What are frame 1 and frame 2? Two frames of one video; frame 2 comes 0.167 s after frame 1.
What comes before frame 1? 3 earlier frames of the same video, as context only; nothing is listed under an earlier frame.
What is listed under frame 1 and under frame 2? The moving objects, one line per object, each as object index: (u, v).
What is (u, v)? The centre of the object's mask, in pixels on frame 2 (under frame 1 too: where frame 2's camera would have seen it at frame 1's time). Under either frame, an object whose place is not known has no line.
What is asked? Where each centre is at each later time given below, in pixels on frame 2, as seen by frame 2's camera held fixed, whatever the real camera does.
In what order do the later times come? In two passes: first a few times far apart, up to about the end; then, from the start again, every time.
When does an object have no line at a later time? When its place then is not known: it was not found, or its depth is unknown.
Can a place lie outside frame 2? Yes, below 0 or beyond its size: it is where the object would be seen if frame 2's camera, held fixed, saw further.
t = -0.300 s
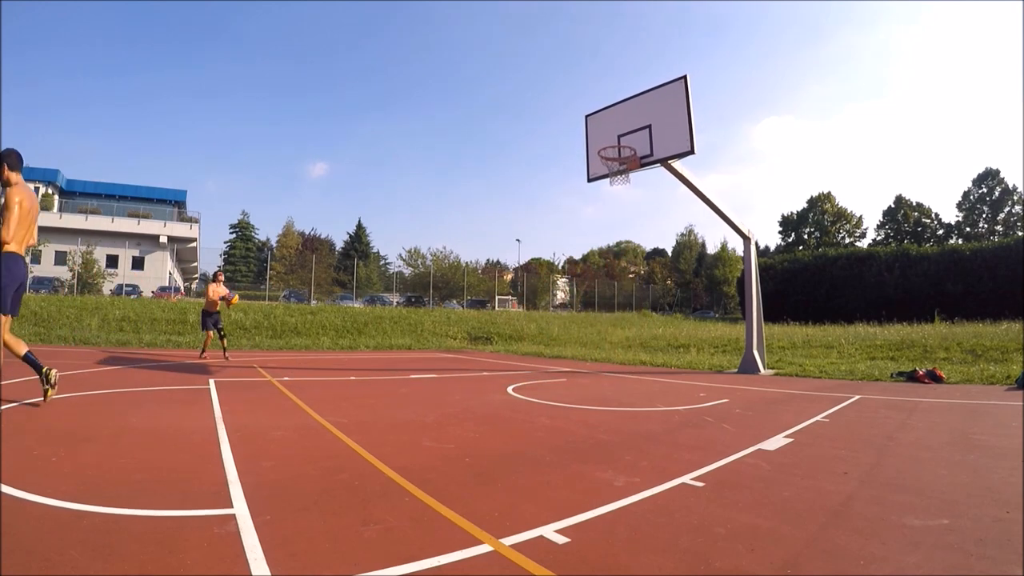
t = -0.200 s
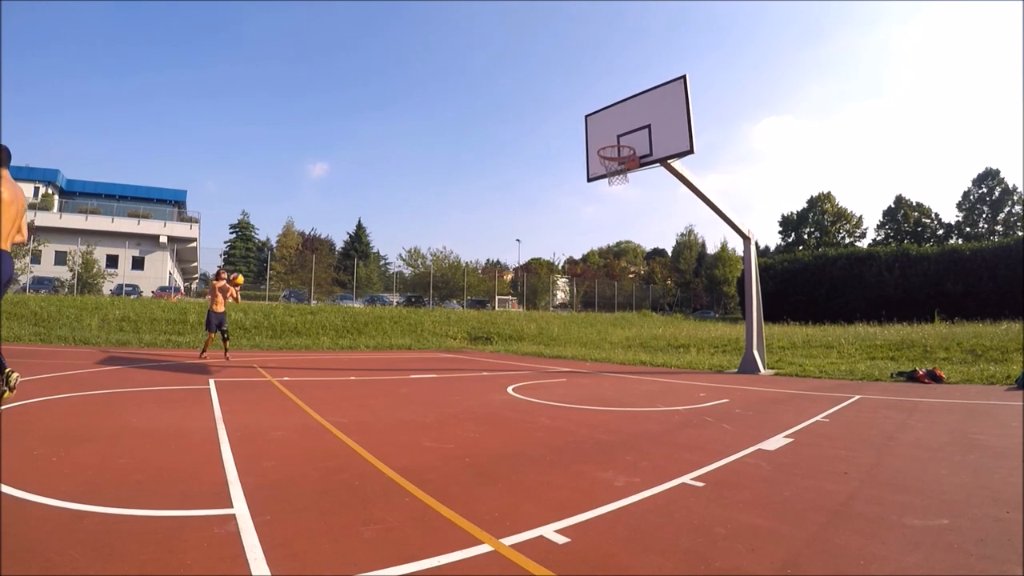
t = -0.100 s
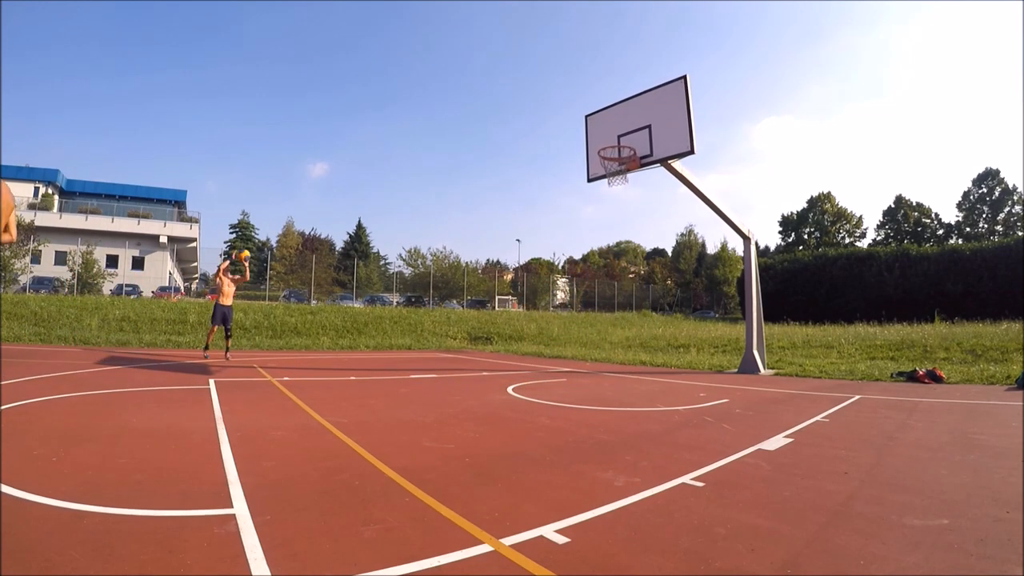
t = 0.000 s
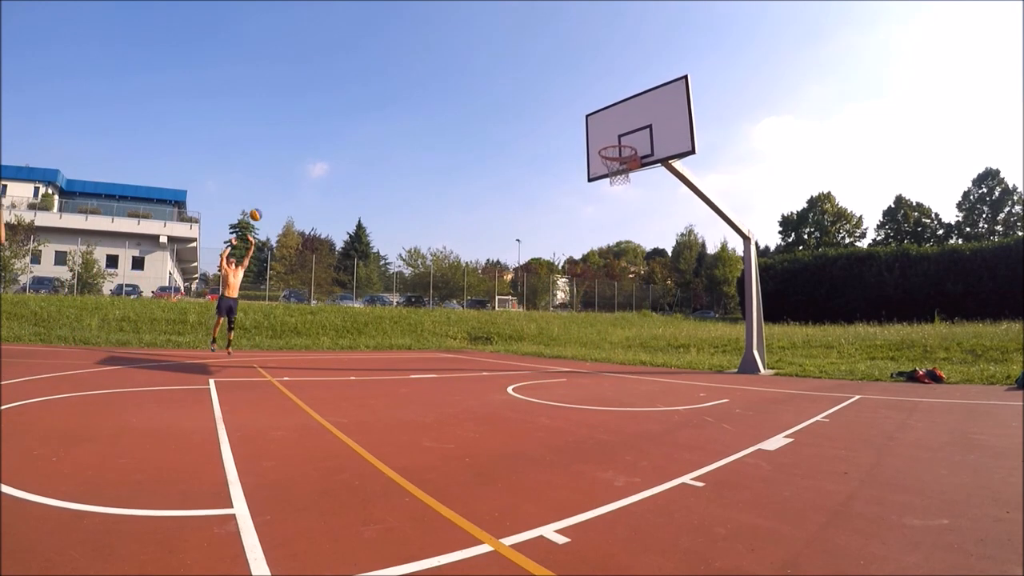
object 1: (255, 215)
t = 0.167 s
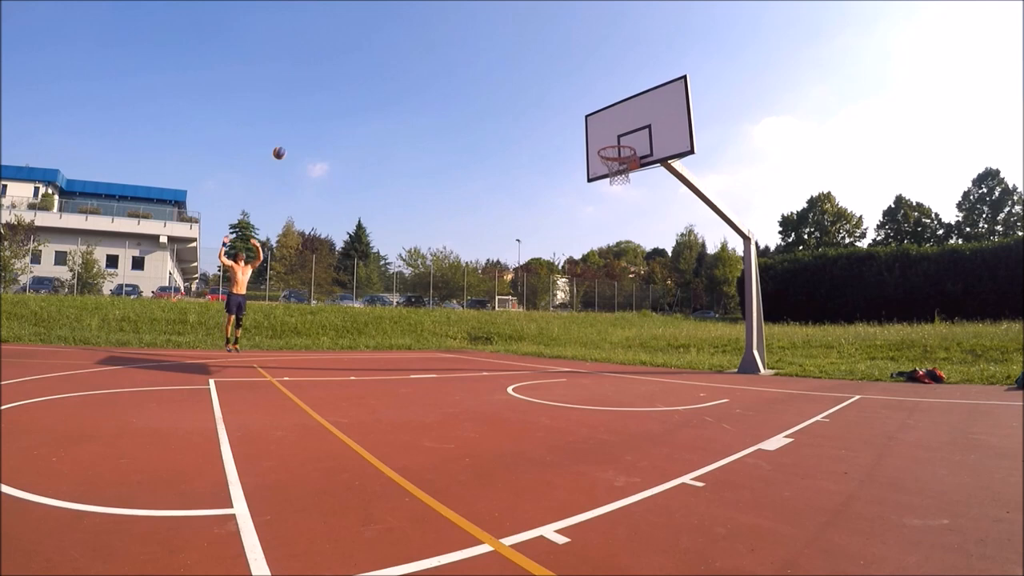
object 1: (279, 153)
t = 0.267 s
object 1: (293, 122)
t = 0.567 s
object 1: (335, 61)
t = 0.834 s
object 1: (370, 42)
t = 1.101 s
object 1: (405, 61)
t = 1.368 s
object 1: (445, 129)
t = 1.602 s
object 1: (489, 252)
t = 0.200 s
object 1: (284, 142)
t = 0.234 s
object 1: (288, 132)
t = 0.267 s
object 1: (293, 122)
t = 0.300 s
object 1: (298, 113)
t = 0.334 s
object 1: (302, 105)
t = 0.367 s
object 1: (307, 97)
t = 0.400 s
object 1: (312, 90)
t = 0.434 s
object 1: (317, 83)
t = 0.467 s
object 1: (321, 77)
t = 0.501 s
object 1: (326, 71)
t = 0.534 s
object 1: (330, 66)
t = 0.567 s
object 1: (335, 61)
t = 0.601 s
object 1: (340, 57)
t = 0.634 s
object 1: (344, 53)
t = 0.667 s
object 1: (348, 50)
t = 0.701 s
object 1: (352, 47)
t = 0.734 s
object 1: (357, 46)
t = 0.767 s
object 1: (361, 44)
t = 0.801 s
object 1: (366, 43)
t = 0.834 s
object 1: (370, 42)
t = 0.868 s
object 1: (374, 42)
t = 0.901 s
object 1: (379, 43)
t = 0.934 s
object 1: (383, 45)
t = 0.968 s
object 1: (388, 46)
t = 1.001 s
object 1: (392, 49)
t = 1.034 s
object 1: (396, 52)
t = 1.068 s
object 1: (400, 56)
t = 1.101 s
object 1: (405, 61)
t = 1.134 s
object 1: (410, 66)
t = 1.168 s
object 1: (415, 72)
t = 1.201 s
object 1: (419, 79)
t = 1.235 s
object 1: (424, 87)
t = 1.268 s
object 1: (429, 96)
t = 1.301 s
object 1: (434, 106)
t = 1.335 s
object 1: (440, 117)
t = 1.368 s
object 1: (445, 129)
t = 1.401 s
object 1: (451, 143)
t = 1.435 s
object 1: (456, 157)
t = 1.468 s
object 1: (463, 173)
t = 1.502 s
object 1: (469, 190)
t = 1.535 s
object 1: (475, 209)
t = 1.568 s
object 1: (482, 230)
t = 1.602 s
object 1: (489, 252)
